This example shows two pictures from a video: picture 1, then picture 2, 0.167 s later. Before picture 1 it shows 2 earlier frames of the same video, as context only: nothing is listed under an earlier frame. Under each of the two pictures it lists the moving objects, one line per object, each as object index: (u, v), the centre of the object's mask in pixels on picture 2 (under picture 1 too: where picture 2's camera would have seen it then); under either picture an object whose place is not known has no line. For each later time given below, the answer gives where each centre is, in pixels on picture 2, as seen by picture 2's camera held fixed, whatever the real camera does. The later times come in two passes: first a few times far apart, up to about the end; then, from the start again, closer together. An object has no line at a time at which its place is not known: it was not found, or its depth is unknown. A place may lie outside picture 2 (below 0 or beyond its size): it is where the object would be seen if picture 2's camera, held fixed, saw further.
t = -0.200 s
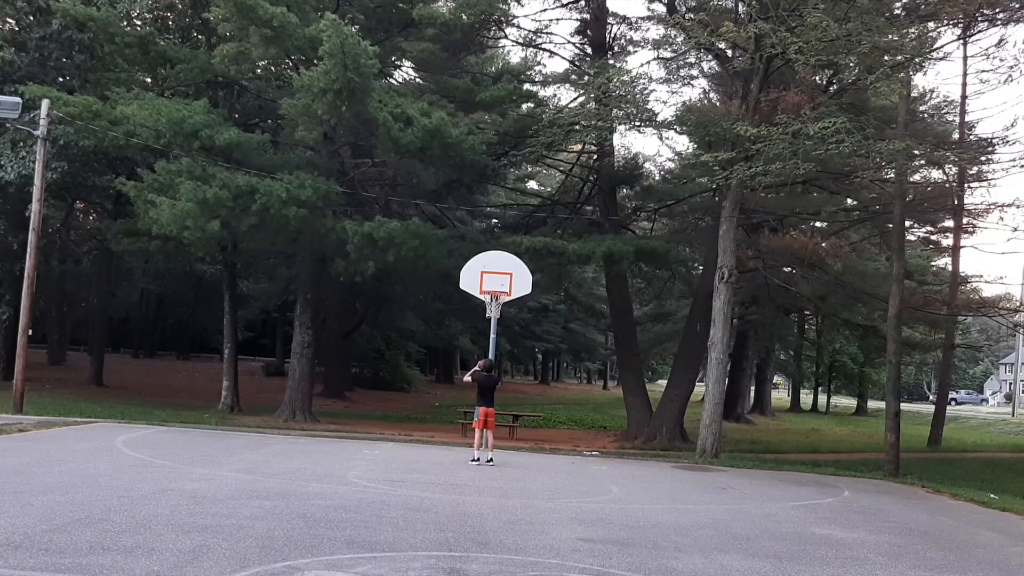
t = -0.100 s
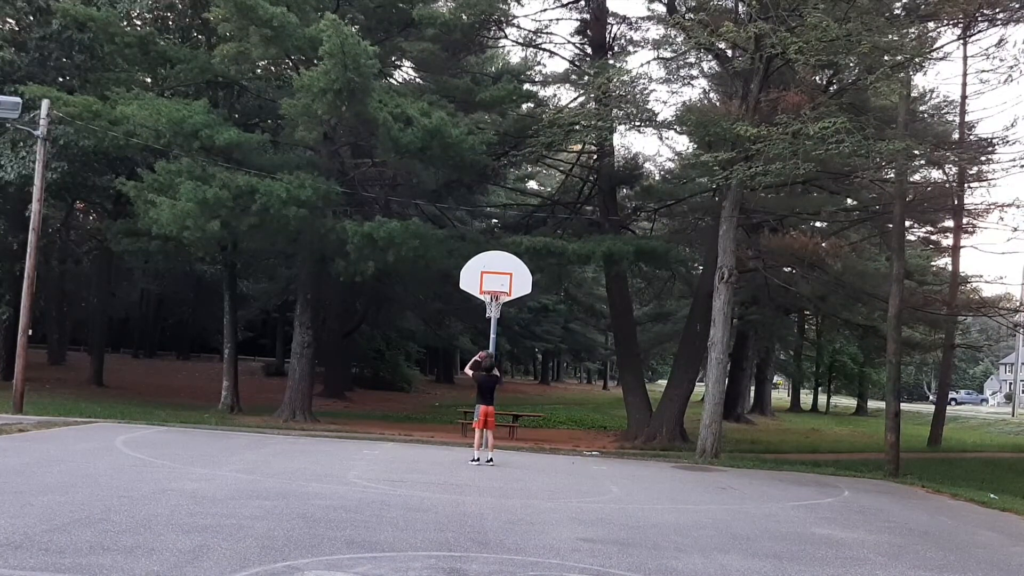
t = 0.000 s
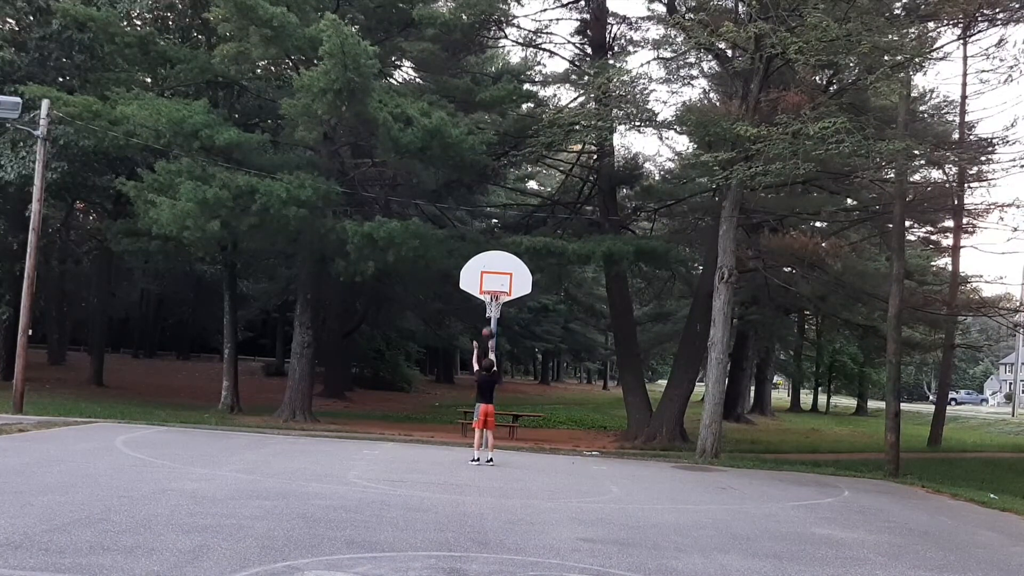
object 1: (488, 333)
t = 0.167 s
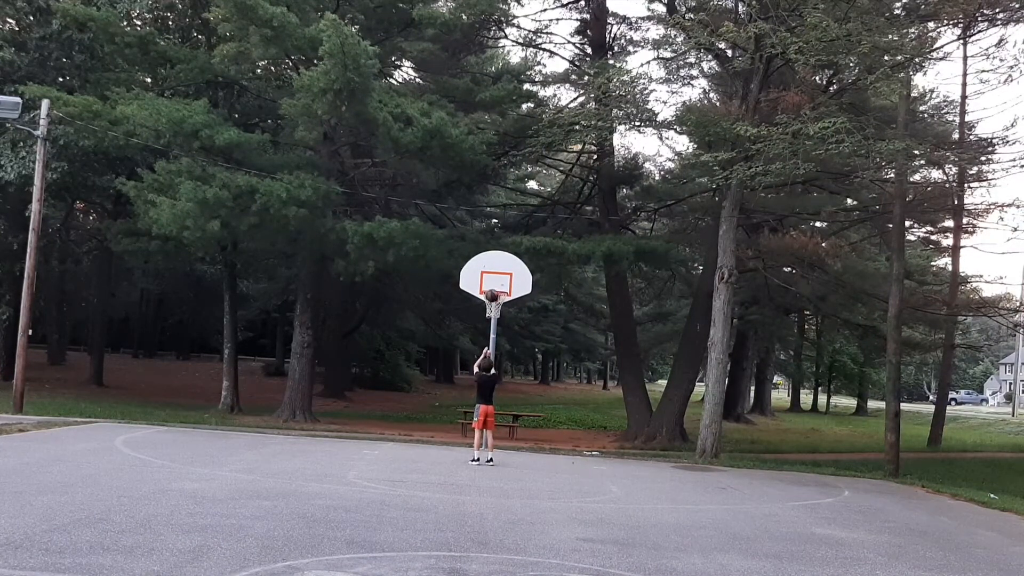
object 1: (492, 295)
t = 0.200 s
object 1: (492, 290)
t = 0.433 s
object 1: (494, 269)
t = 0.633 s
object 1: (495, 274)
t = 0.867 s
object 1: (497, 275)
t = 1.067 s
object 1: (500, 272)
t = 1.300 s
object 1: (503, 282)
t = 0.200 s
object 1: (492, 290)
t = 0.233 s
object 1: (493, 285)
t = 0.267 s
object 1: (493, 281)
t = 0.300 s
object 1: (493, 277)
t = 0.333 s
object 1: (494, 274)
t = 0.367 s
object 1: (494, 272)
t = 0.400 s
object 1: (494, 270)
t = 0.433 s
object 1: (494, 269)
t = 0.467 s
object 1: (495, 268)
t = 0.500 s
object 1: (495, 268)
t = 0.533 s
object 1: (495, 269)
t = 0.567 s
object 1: (495, 270)
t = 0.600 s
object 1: (495, 272)
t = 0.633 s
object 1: (495, 274)
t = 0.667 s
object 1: (495, 277)
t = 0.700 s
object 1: (494, 281)
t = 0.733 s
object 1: (494, 284)
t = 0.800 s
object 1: (495, 280)
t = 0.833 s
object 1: (496, 278)
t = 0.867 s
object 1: (497, 275)
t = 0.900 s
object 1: (497, 274)
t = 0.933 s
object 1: (498, 273)
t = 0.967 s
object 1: (498, 272)
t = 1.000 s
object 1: (499, 271)
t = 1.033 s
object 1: (499, 272)
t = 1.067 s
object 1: (500, 272)
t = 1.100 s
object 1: (500, 274)
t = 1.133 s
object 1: (500, 276)
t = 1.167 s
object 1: (501, 278)
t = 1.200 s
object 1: (501, 281)
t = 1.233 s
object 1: (501, 285)
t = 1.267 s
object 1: (502, 285)
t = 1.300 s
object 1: (503, 282)
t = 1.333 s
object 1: (504, 281)
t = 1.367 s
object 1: (505, 280)
